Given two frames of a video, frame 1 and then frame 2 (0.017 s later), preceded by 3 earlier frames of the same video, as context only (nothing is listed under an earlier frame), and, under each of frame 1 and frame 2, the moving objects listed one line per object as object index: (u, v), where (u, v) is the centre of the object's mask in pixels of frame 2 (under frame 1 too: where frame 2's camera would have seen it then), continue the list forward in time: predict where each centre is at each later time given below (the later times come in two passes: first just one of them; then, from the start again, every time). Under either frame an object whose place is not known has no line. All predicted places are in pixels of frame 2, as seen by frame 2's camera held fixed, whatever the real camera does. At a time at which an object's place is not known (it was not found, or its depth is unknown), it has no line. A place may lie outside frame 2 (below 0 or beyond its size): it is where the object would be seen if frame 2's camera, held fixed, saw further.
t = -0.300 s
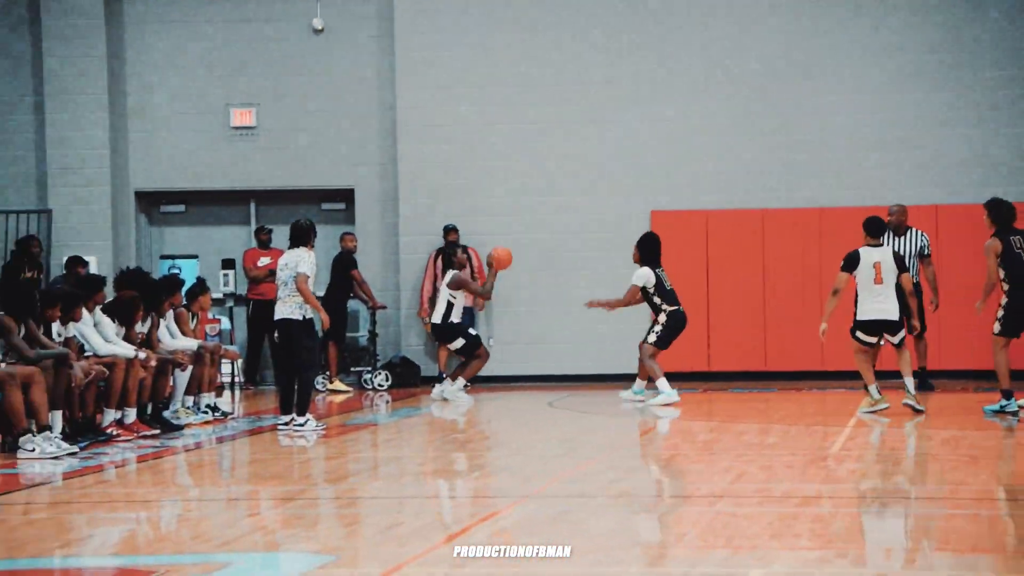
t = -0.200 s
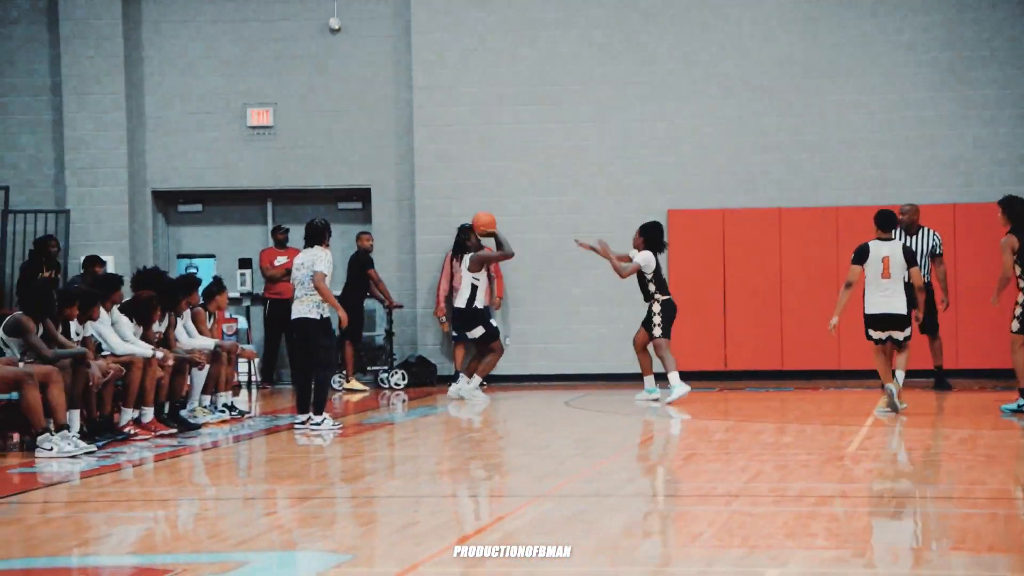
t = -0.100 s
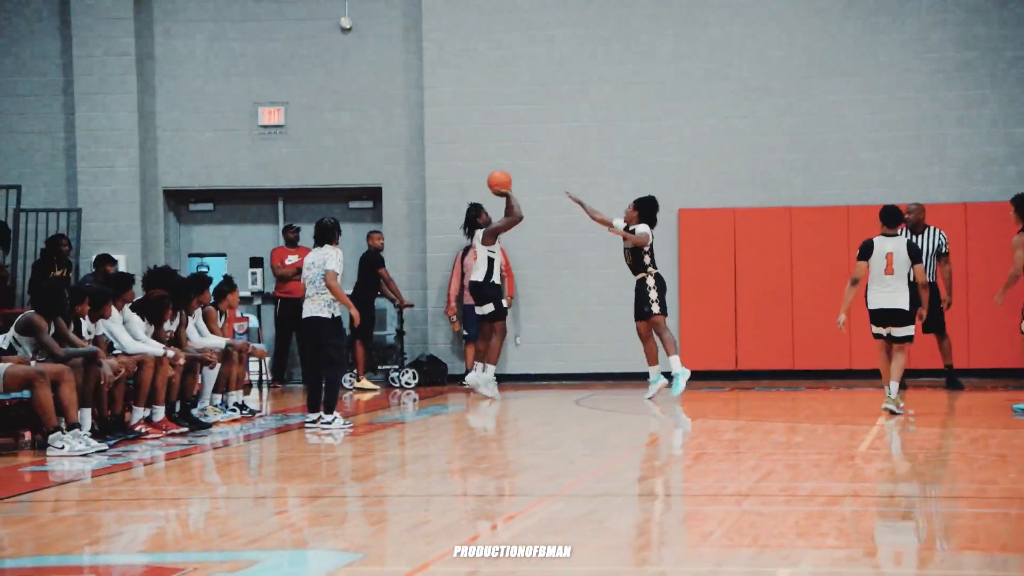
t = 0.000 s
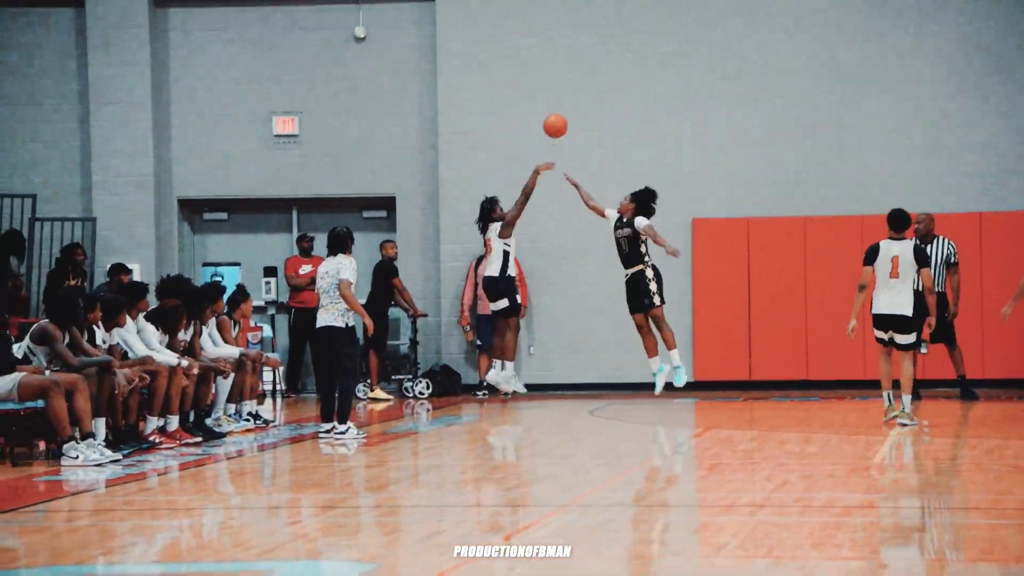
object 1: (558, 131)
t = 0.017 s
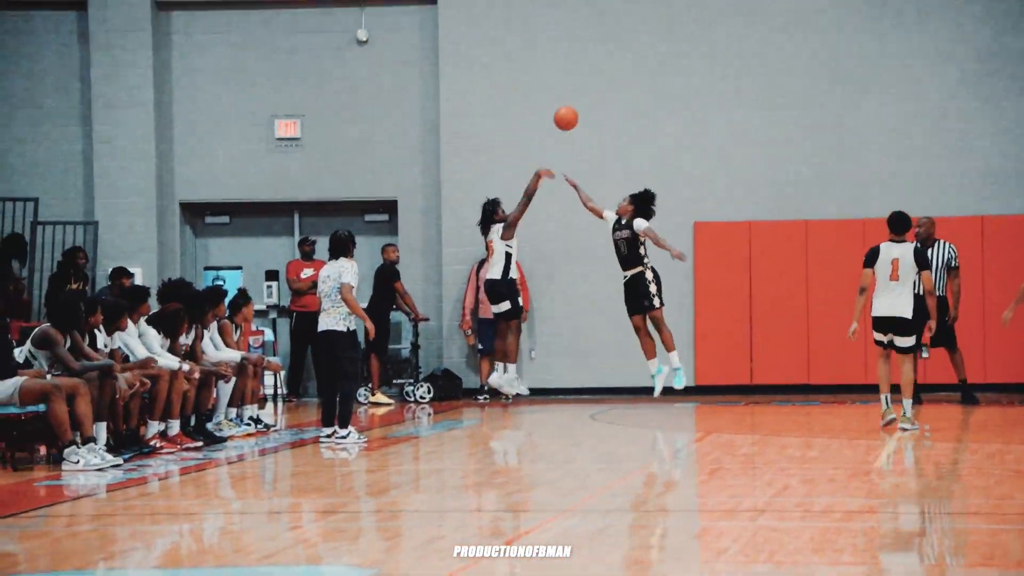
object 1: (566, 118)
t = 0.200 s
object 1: (669, 14)
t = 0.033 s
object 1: (575, 108)
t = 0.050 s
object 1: (584, 98)
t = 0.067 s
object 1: (593, 88)
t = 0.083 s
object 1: (602, 78)
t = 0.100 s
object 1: (612, 68)
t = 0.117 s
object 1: (621, 58)
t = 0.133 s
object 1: (630, 49)
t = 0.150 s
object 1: (639, 40)
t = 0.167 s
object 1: (649, 31)
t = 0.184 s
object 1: (659, 22)
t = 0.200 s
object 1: (669, 14)
